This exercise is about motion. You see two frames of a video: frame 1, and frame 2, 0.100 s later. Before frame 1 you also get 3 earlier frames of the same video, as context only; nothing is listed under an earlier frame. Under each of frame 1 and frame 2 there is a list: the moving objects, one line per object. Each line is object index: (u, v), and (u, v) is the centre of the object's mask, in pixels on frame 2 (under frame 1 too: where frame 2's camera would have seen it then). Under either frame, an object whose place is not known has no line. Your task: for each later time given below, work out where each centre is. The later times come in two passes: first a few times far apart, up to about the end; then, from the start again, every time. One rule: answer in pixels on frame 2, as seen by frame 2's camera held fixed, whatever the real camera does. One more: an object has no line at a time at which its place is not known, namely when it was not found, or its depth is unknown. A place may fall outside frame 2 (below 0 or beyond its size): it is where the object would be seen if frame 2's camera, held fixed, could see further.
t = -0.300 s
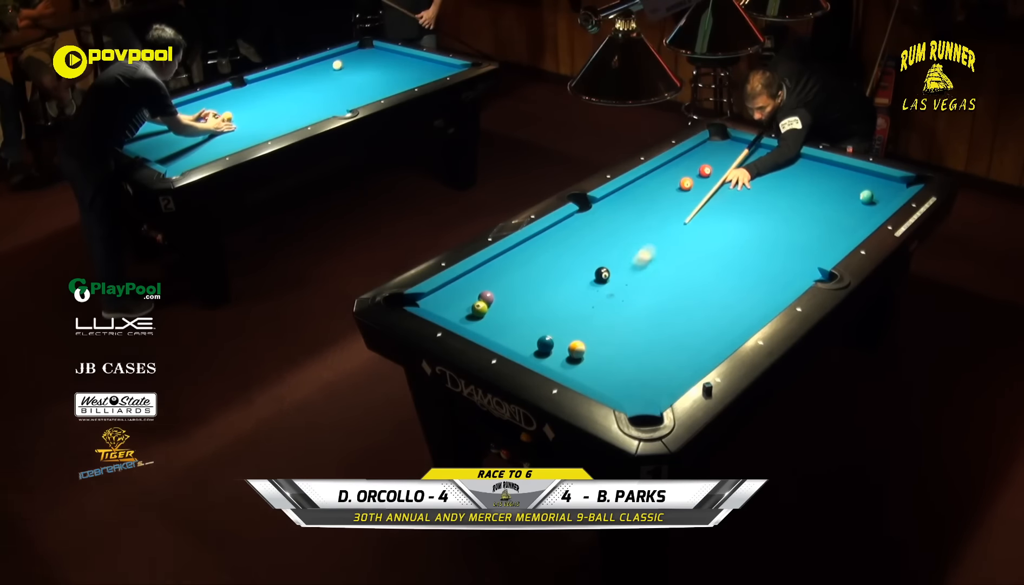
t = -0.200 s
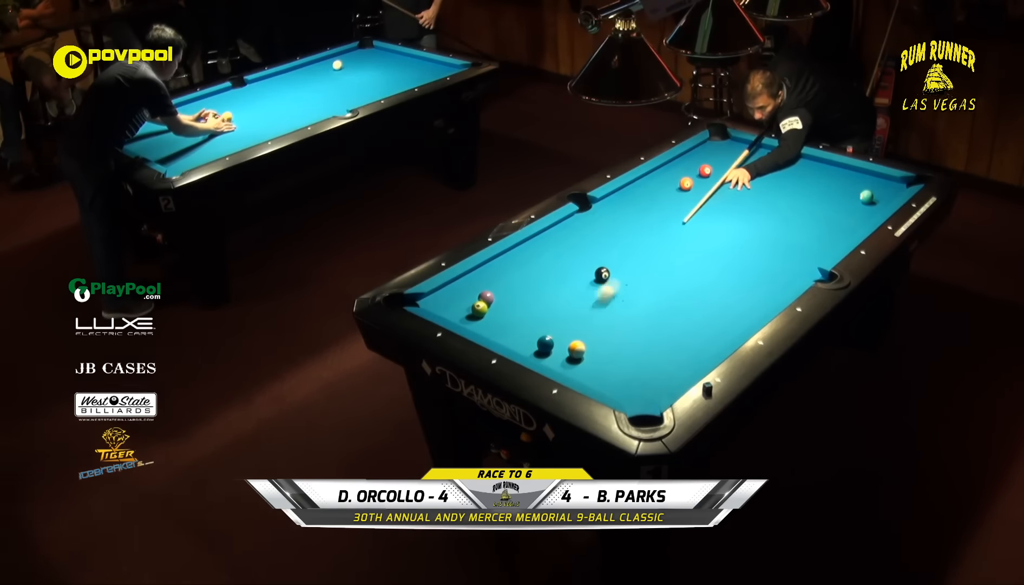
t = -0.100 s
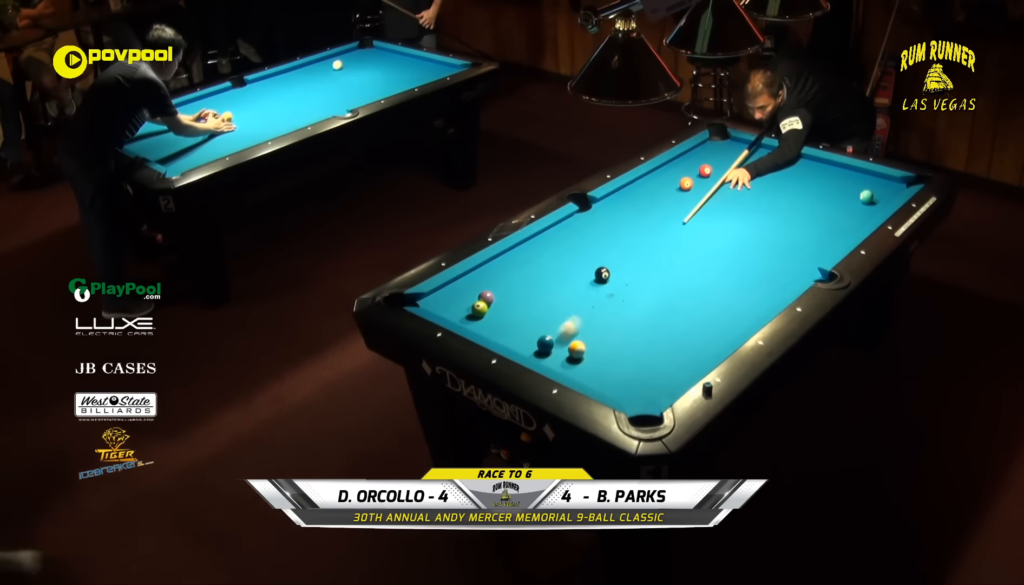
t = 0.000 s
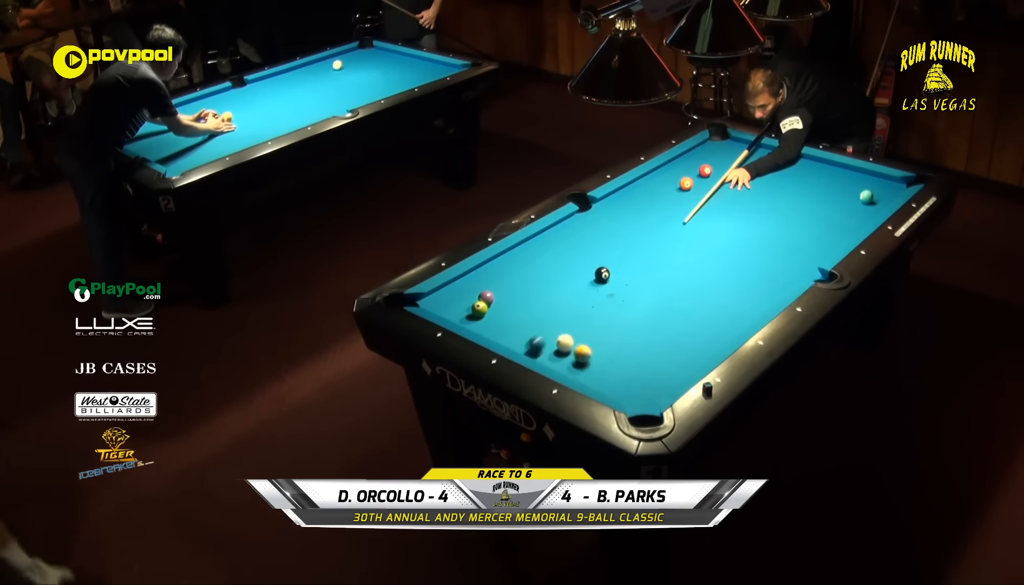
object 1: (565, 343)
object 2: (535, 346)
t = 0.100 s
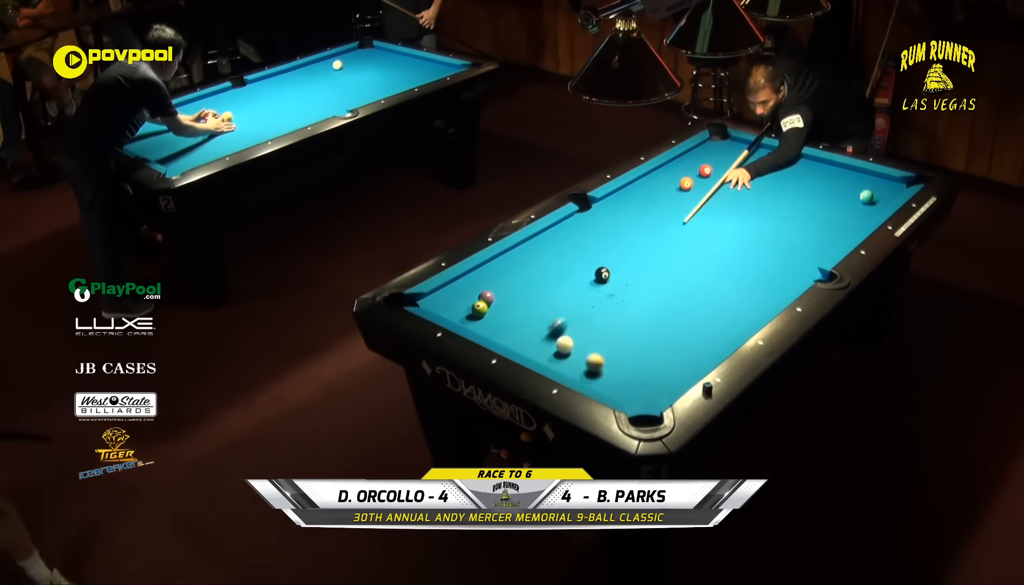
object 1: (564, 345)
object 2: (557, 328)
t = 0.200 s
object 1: (564, 346)
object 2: (577, 312)
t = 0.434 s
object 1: (564, 349)
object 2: (621, 278)
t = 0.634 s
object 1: (564, 351)
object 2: (653, 252)
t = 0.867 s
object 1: (563, 353)
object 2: (687, 226)
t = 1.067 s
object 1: (564, 354)
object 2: (713, 204)
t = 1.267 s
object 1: (565, 354)
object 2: (736, 186)
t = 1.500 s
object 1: (565, 354)
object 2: (761, 166)
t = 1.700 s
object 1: (565, 354)
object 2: (779, 152)
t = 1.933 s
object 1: (565, 354)
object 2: (762, 162)
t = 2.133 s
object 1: (564, 354)
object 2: (748, 169)
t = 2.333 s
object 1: (565, 353)
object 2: (735, 178)
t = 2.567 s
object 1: (564, 353)
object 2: (719, 188)
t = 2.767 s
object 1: (564, 353)
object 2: (705, 196)
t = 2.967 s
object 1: (564, 353)
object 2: (691, 204)
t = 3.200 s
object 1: (564, 353)
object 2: (675, 215)
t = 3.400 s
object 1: (564, 353)
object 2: (660, 223)
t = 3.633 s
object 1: (564, 353)
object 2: (644, 233)
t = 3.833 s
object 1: (564, 353)
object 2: (630, 241)
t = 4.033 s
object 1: (564, 353)
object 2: (616, 249)
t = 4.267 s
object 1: (564, 353)
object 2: (600, 258)
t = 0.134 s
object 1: (564, 345)
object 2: (564, 322)
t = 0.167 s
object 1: (564, 346)
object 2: (571, 317)
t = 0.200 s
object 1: (564, 346)
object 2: (577, 312)
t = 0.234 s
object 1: (564, 347)
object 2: (584, 307)
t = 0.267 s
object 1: (564, 347)
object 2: (590, 302)
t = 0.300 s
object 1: (564, 348)
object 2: (597, 297)
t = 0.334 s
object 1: (564, 348)
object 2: (603, 292)
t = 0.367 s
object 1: (564, 348)
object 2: (609, 287)
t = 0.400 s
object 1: (564, 349)
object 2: (615, 283)
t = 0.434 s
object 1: (564, 349)
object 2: (621, 278)
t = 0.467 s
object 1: (564, 350)
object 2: (626, 273)
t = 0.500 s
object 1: (564, 350)
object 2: (632, 269)
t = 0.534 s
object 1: (564, 350)
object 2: (637, 264)
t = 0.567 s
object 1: (564, 351)
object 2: (642, 260)
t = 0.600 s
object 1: (564, 351)
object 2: (648, 256)
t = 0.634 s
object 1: (564, 351)
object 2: (653, 252)
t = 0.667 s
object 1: (563, 352)
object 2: (658, 248)
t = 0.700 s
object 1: (563, 352)
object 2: (663, 244)
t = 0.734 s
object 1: (563, 352)
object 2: (668, 240)
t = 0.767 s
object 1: (563, 353)
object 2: (673, 236)
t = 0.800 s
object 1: (563, 353)
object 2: (678, 233)
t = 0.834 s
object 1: (563, 353)
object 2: (682, 228)
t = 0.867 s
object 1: (563, 353)
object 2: (687, 226)
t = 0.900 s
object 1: (563, 353)
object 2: (692, 221)
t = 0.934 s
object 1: (563, 354)
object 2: (696, 218)
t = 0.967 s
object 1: (564, 354)
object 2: (700, 214)
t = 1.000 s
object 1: (564, 354)
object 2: (705, 211)
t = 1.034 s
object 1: (564, 354)
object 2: (709, 208)
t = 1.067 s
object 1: (564, 354)
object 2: (713, 204)
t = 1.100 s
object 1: (564, 354)
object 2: (717, 202)
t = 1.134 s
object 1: (564, 355)
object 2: (721, 197)
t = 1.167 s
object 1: (564, 354)
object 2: (725, 195)
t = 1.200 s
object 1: (564, 354)
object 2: (729, 191)
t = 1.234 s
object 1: (564, 354)
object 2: (733, 188)
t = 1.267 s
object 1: (565, 354)
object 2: (736, 186)
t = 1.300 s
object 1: (564, 355)
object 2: (740, 182)
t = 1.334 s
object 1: (564, 355)
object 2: (743, 180)
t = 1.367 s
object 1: (565, 355)
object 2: (747, 176)
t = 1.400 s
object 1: (565, 354)
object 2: (751, 174)
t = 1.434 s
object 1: (565, 355)
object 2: (754, 171)
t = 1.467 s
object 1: (565, 354)
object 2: (758, 168)
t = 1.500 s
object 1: (565, 354)
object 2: (761, 166)
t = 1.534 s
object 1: (565, 354)
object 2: (765, 163)
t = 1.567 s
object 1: (564, 354)
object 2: (768, 161)
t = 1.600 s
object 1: (565, 354)
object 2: (771, 158)
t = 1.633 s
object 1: (564, 354)
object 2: (774, 154)
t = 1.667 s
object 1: (564, 354)
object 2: (777, 153)
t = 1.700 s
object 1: (565, 354)
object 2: (779, 152)
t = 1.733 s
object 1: (565, 354)
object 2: (776, 153)
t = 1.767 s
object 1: (565, 354)
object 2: (774, 155)
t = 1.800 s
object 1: (565, 354)
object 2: (771, 156)
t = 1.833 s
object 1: (565, 354)
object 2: (769, 157)
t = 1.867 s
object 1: (565, 354)
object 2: (766, 158)
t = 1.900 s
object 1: (565, 354)
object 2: (764, 161)
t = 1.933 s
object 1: (565, 354)
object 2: (762, 162)
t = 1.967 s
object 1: (565, 353)
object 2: (760, 163)
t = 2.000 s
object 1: (565, 353)
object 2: (758, 164)
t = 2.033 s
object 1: (564, 354)
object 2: (755, 166)
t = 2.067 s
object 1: (564, 354)
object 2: (753, 168)
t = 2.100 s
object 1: (564, 354)
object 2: (750, 169)
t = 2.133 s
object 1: (564, 354)
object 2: (748, 169)
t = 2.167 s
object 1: (564, 354)
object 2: (746, 171)
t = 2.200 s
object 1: (565, 353)
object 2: (744, 173)
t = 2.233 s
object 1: (565, 354)
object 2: (741, 175)
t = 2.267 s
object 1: (565, 354)
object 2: (739, 176)
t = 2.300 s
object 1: (564, 354)
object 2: (737, 176)
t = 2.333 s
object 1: (565, 353)
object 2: (735, 178)
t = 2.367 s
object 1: (565, 353)
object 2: (732, 181)
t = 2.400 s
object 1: (564, 353)
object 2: (730, 182)
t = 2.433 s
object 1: (564, 353)
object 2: (728, 182)
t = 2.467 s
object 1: (564, 353)
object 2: (726, 183)
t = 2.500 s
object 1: (564, 353)
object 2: (723, 185)
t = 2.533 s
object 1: (564, 353)
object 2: (721, 187)
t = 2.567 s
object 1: (564, 353)
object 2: (719, 188)
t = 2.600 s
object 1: (564, 353)
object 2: (717, 189)
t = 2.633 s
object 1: (564, 353)
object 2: (714, 190)
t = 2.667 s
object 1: (565, 353)
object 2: (712, 192)
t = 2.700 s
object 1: (564, 353)
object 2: (709, 194)
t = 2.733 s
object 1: (565, 353)
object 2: (707, 195)
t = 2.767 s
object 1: (564, 353)
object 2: (705, 196)
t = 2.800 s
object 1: (564, 353)
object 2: (702, 197)
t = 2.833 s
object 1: (564, 353)
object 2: (700, 199)
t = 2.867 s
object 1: (564, 353)
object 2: (698, 201)
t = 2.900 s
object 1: (564, 353)
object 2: (695, 202)
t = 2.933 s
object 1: (565, 353)
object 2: (693, 203)
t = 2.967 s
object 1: (564, 353)
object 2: (691, 204)
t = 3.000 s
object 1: (564, 353)
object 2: (689, 206)
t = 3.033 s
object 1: (564, 353)
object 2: (686, 208)
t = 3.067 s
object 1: (564, 353)
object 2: (684, 209)
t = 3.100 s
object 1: (564, 353)
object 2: (682, 211)
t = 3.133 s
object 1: (564, 353)
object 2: (679, 211)
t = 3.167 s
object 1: (564, 353)
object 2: (677, 213)
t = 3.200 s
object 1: (564, 353)
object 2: (675, 215)
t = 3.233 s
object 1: (564, 353)
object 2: (672, 216)
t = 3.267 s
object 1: (564, 353)
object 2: (670, 217)
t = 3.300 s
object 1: (564, 353)
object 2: (668, 218)
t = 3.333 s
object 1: (564, 353)
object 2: (665, 219)
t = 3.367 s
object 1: (564, 353)
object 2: (663, 222)
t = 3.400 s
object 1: (564, 353)
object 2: (660, 223)
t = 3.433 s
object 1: (565, 353)
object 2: (658, 225)
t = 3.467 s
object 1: (564, 353)
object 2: (656, 226)
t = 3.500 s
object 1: (564, 353)
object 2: (654, 226)
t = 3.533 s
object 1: (564, 353)
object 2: (651, 228)
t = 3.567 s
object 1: (564, 353)
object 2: (648, 230)
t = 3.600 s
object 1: (564, 353)
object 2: (646, 231)
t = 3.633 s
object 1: (564, 353)
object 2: (644, 233)
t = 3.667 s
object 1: (564, 353)
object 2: (642, 233)
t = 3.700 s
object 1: (564, 353)
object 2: (640, 235)
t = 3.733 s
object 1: (564, 353)
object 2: (637, 236)
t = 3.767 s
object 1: (564, 353)
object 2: (635, 238)
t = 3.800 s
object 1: (564, 353)
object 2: (633, 239)
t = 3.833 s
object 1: (564, 353)
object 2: (630, 241)
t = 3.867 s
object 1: (564, 353)
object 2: (628, 242)
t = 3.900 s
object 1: (564, 353)
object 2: (626, 243)
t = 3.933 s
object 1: (564, 353)
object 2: (623, 244)
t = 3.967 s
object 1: (564, 353)
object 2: (621, 246)
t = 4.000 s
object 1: (564, 353)
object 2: (619, 247)
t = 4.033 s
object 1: (564, 353)
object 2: (616, 249)
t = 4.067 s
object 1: (564, 353)
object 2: (614, 250)
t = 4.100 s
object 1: (564, 353)
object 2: (612, 251)
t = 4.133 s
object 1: (564, 353)
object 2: (610, 252)
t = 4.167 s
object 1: (564, 353)
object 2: (607, 254)
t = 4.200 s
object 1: (564, 353)
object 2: (605, 255)
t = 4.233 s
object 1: (564, 353)
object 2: (603, 257)
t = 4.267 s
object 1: (564, 353)
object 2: (600, 258)
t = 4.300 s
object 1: (564, 353)
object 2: (598, 259)
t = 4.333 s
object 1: (564, 353)
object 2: (596, 259)
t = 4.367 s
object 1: (564, 353)
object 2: (594, 261)
